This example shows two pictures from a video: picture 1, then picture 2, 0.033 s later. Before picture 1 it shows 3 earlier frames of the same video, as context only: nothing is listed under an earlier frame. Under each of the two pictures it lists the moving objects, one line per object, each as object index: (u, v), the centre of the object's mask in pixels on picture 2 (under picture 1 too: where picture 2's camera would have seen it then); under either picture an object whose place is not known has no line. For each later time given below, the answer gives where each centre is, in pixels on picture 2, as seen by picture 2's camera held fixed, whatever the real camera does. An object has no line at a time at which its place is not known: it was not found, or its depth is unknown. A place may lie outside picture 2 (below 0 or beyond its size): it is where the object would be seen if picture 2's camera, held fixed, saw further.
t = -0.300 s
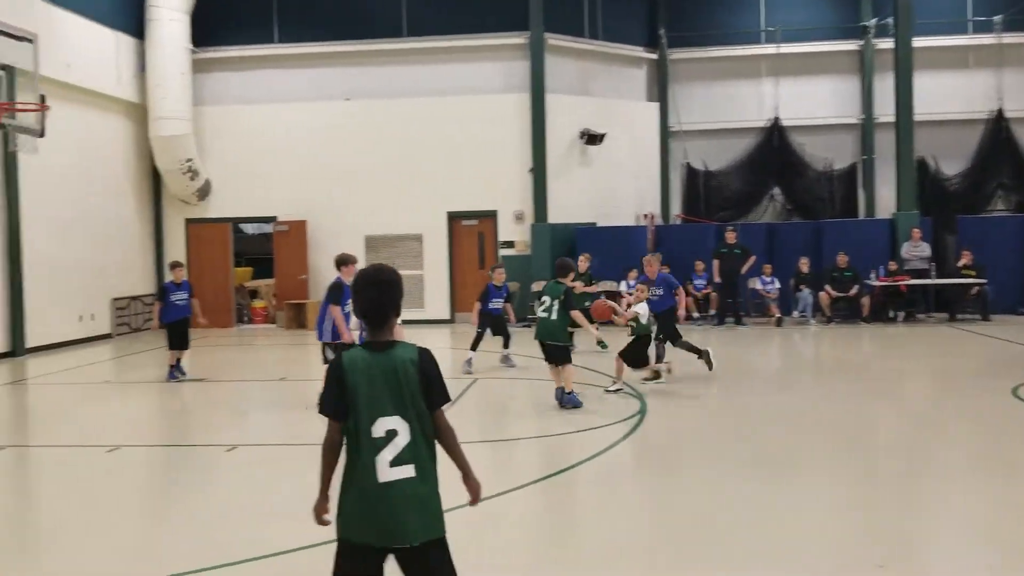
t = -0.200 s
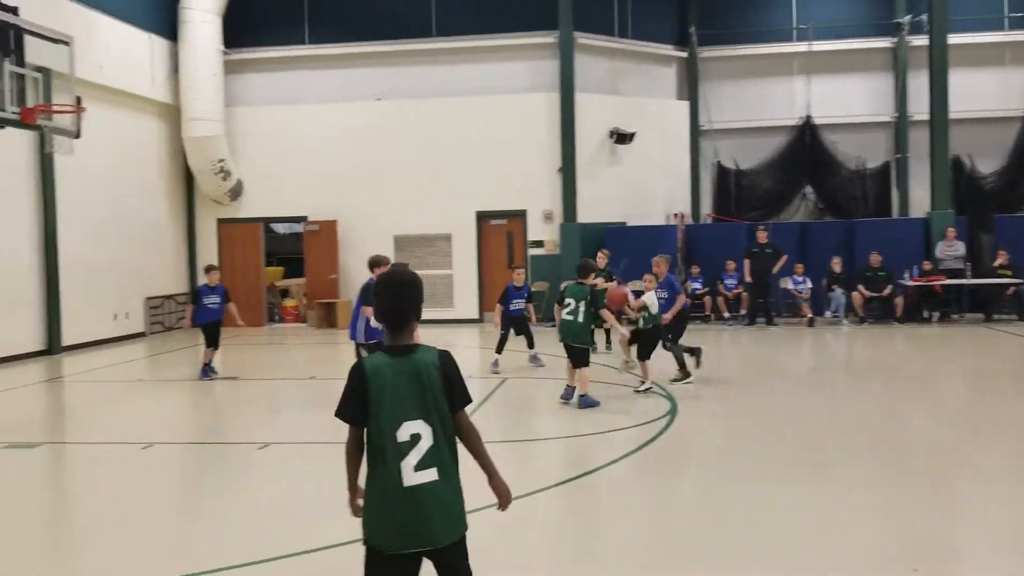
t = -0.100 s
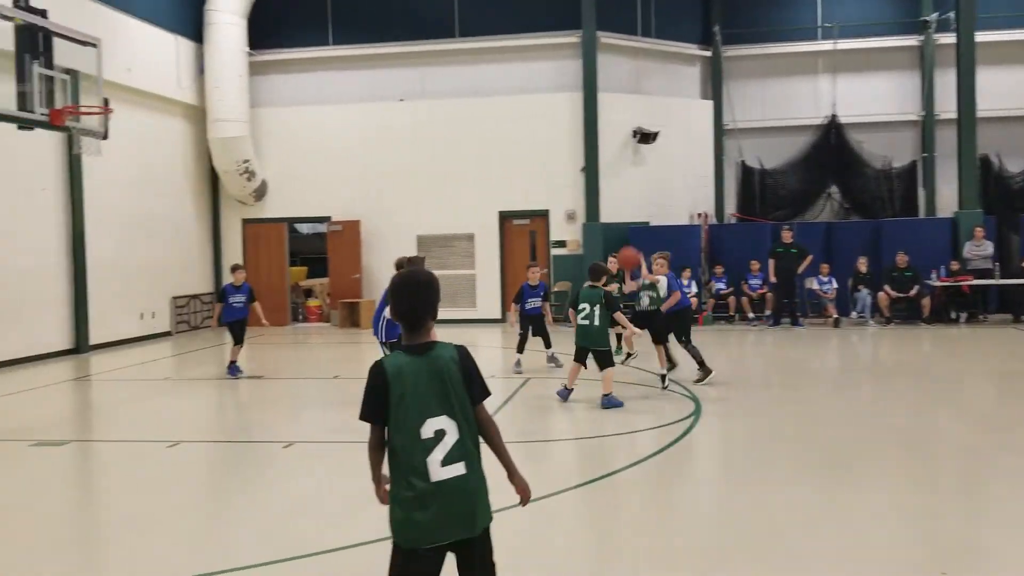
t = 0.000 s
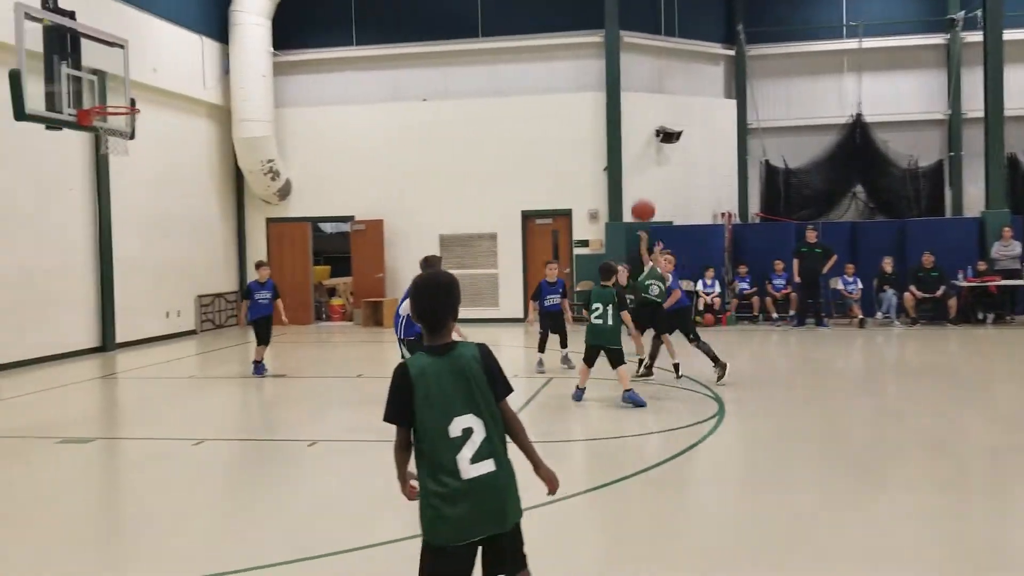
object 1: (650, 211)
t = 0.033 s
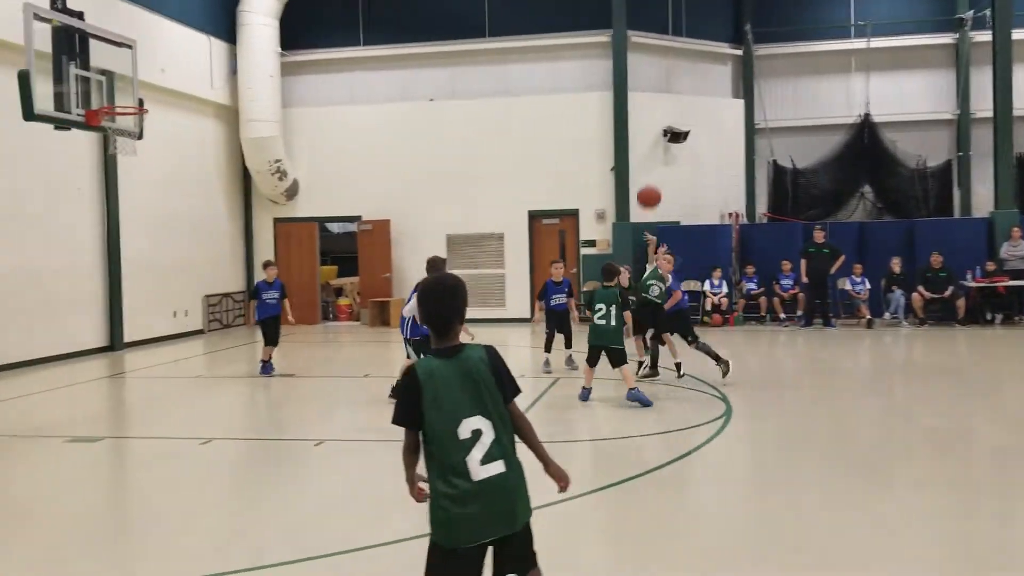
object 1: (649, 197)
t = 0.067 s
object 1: (648, 183)
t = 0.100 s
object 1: (646, 170)
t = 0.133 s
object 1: (644, 158)
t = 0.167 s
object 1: (644, 147)
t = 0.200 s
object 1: (643, 136)
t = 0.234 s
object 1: (642, 126)
